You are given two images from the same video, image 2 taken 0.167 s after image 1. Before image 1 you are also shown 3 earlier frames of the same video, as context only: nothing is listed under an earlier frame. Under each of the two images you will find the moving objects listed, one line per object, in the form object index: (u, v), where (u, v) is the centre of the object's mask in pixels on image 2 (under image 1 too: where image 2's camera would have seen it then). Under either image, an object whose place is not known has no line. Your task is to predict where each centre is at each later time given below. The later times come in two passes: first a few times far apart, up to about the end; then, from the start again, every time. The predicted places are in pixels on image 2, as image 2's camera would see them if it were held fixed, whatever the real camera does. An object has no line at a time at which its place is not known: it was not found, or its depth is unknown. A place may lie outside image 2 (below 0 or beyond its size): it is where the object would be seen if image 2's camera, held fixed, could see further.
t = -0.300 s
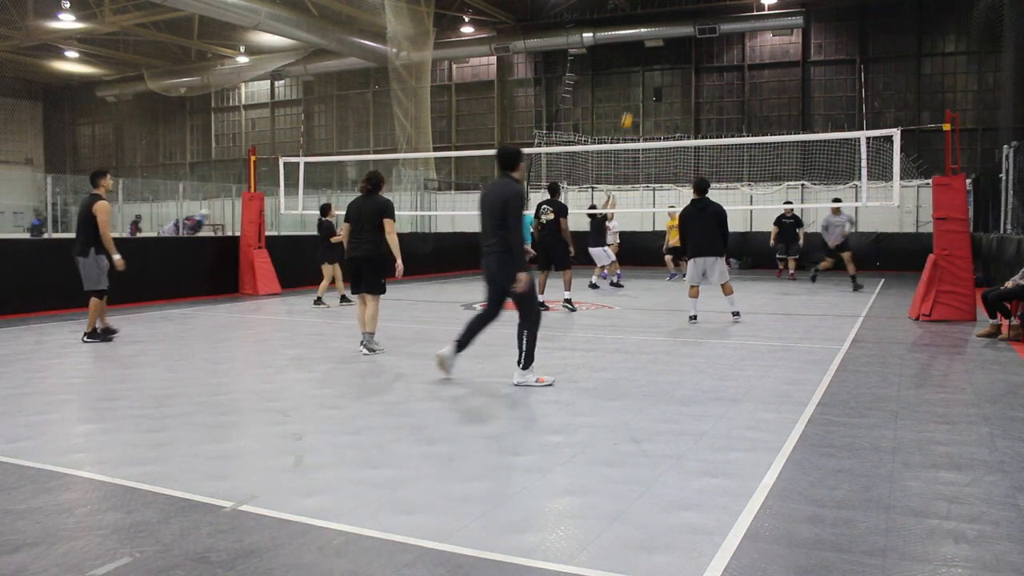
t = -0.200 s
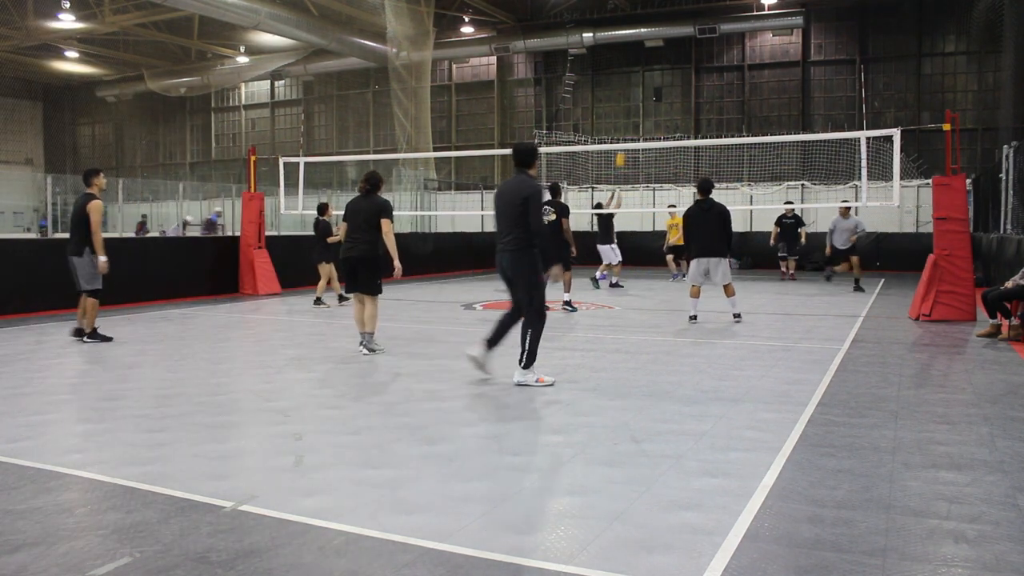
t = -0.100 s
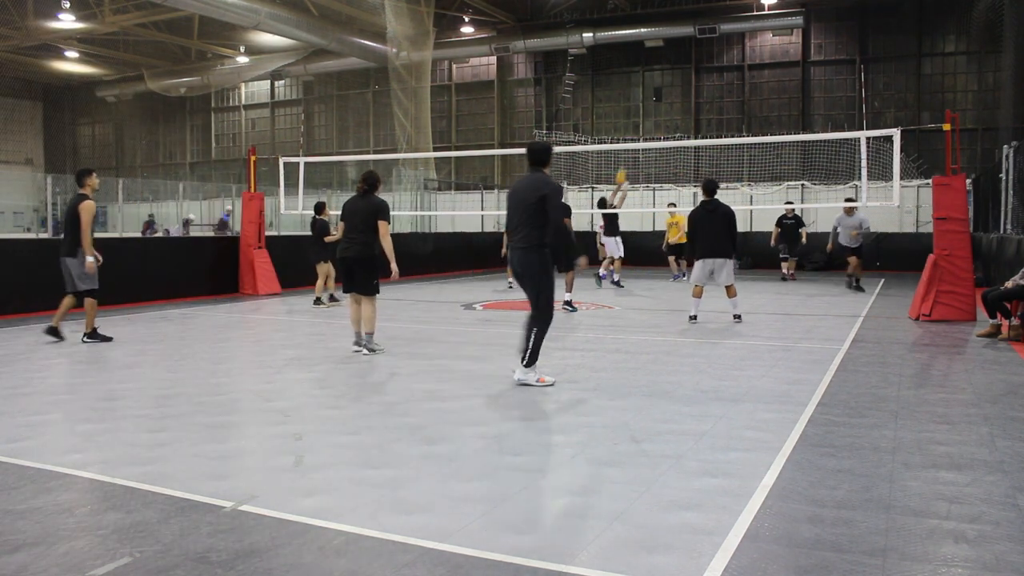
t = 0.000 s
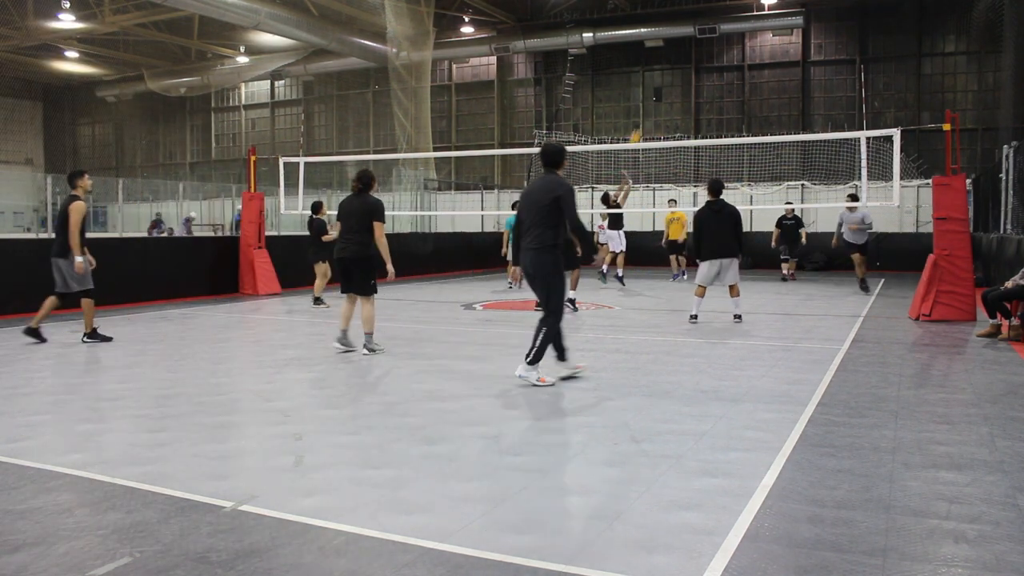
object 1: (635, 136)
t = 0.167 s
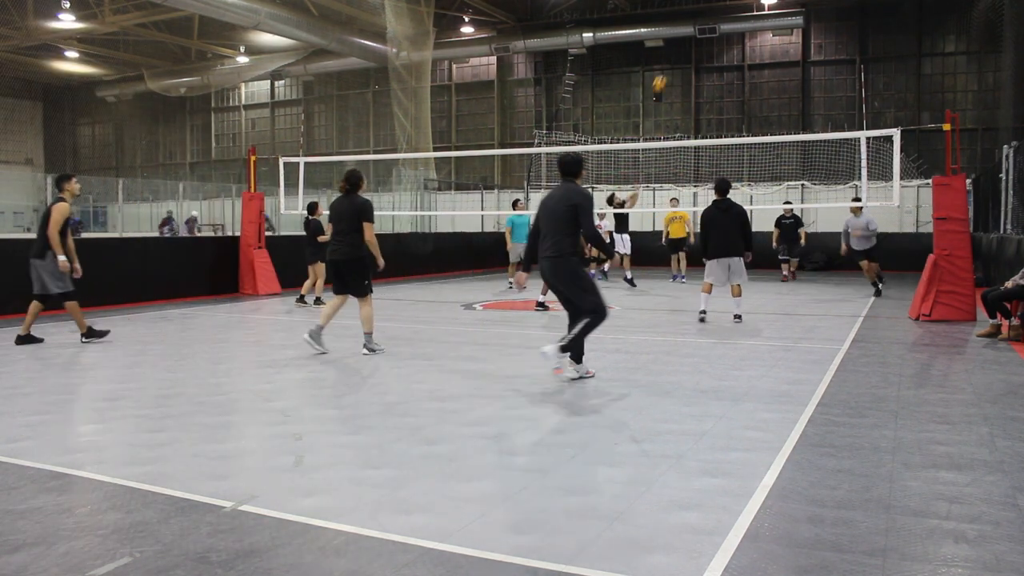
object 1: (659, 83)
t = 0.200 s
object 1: (664, 74)
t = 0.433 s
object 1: (697, 22)
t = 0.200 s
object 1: (664, 74)
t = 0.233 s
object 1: (668, 65)
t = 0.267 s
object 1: (673, 56)
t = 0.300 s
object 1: (678, 49)
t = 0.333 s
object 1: (683, 41)
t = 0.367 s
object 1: (687, 34)
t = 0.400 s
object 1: (693, 27)
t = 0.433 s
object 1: (697, 22)
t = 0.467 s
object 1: (702, 17)
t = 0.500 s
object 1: (707, 12)
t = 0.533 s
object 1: (712, 8)
